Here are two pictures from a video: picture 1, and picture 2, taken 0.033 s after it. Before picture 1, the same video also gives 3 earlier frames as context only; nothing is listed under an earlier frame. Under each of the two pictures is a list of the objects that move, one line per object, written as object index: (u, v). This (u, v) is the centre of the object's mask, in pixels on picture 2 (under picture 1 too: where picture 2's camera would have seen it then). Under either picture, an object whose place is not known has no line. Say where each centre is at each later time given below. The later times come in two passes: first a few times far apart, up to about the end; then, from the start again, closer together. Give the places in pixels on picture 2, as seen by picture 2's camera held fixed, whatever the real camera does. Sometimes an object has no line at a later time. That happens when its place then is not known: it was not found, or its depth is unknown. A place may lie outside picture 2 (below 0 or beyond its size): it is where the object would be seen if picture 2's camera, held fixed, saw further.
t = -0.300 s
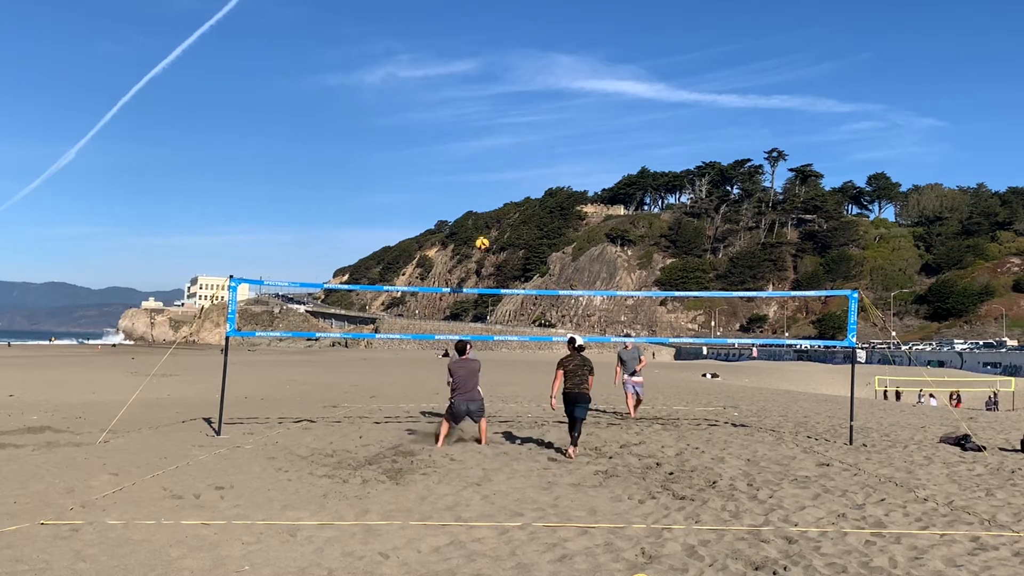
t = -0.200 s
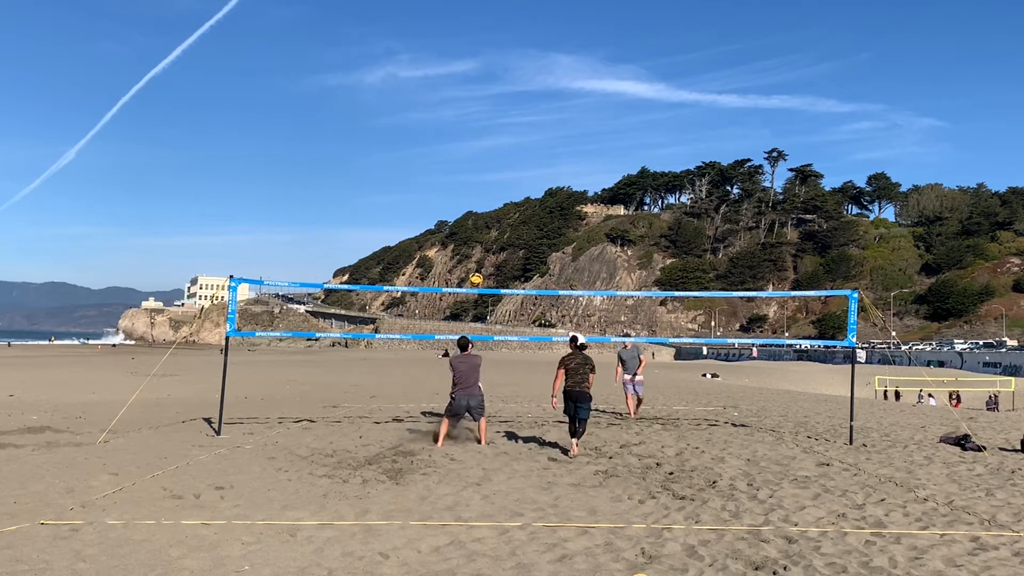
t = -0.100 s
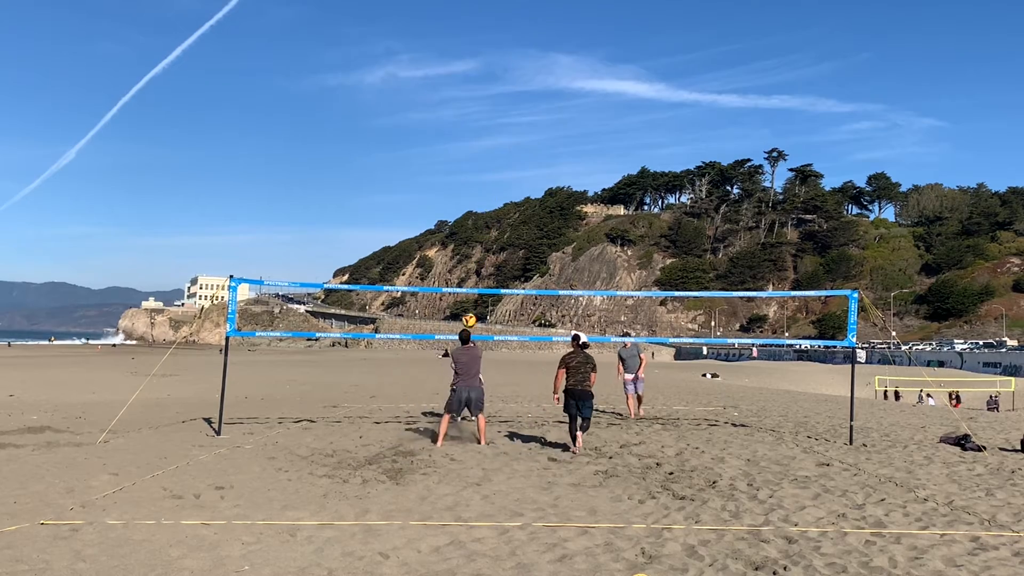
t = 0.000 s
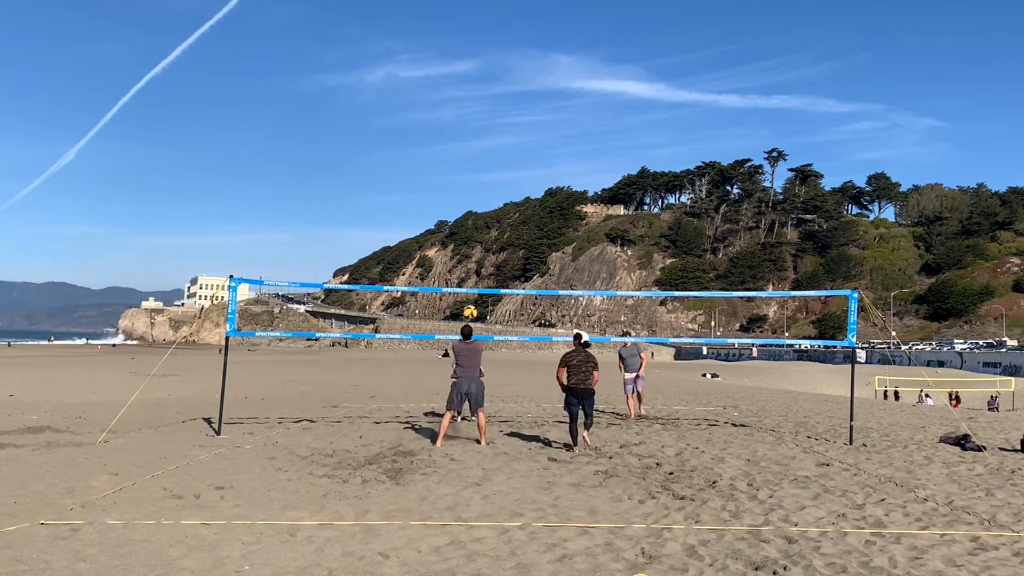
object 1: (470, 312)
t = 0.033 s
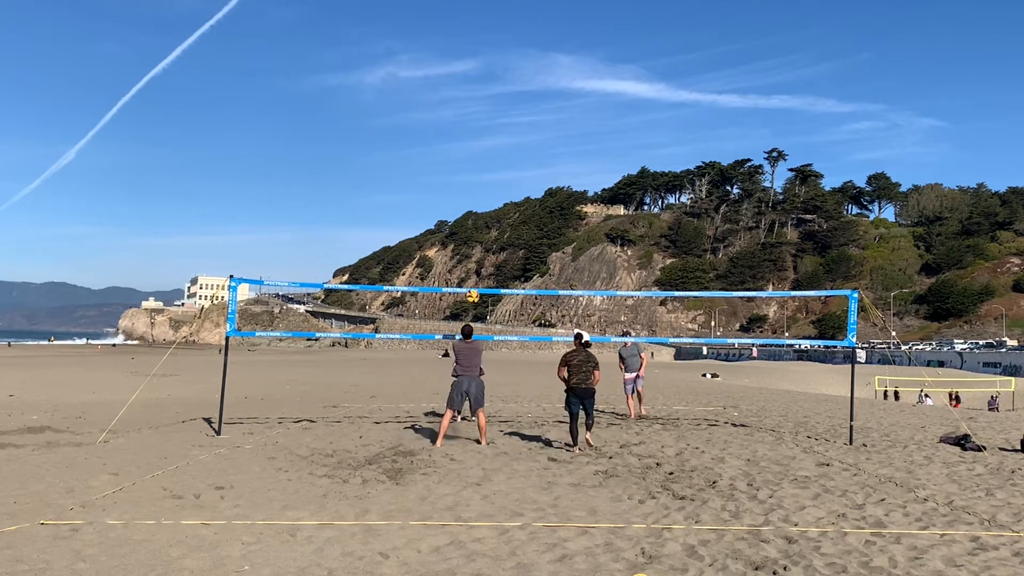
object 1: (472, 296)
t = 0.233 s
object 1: (484, 215)
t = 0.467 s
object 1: (495, 150)
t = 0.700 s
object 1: (503, 117)
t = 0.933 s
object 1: (511, 122)
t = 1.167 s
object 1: (516, 169)
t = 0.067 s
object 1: (474, 281)
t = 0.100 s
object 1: (476, 268)
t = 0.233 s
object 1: (484, 215)
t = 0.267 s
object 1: (485, 204)
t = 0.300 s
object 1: (487, 193)
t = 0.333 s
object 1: (489, 183)
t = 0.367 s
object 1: (490, 174)
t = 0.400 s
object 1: (492, 165)
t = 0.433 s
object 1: (493, 157)
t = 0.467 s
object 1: (495, 150)
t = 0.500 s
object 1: (496, 143)
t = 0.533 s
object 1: (497, 137)
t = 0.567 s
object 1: (499, 131)
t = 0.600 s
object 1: (500, 127)
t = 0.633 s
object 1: (501, 123)
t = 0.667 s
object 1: (502, 120)
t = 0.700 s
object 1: (503, 117)
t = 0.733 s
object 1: (505, 116)
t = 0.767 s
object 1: (506, 115)
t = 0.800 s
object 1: (507, 114)
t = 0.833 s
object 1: (508, 115)
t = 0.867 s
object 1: (509, 117)
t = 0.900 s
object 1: (510, 119)
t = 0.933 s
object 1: (511, 122)
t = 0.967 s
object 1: (512, 126)
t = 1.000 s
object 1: (512, 131)
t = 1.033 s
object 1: (514, 137)
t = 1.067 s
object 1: (514, 143)
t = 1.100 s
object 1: (515, 151)
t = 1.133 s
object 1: (516, 159)
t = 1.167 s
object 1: (516, 169)
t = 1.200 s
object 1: (517, 179)
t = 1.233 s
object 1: (518, 191)
